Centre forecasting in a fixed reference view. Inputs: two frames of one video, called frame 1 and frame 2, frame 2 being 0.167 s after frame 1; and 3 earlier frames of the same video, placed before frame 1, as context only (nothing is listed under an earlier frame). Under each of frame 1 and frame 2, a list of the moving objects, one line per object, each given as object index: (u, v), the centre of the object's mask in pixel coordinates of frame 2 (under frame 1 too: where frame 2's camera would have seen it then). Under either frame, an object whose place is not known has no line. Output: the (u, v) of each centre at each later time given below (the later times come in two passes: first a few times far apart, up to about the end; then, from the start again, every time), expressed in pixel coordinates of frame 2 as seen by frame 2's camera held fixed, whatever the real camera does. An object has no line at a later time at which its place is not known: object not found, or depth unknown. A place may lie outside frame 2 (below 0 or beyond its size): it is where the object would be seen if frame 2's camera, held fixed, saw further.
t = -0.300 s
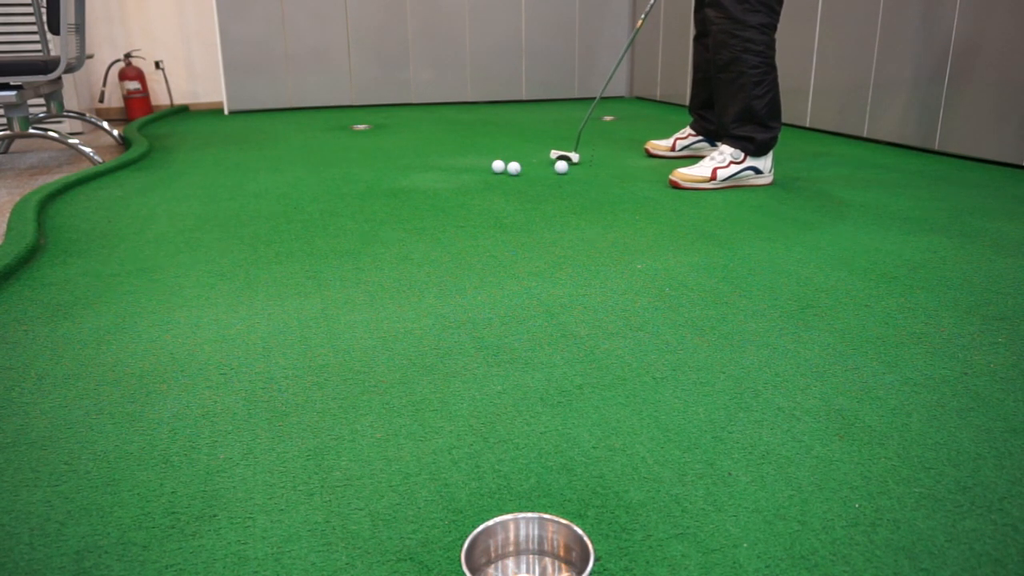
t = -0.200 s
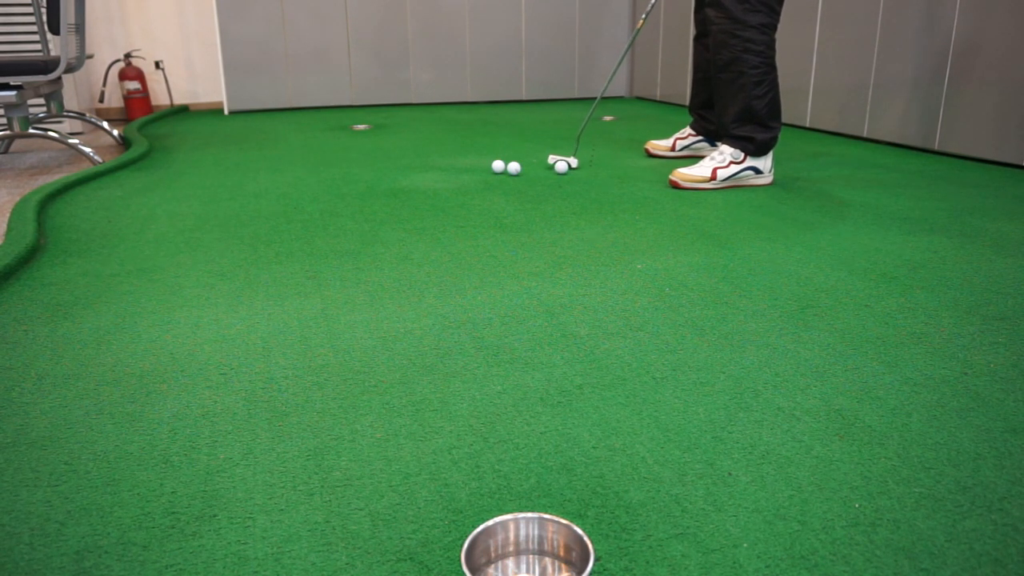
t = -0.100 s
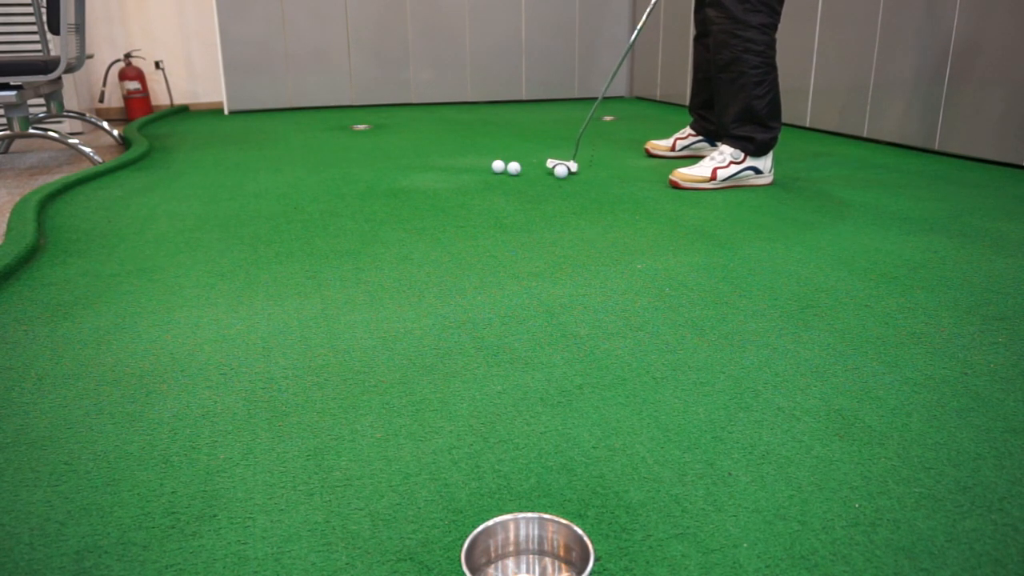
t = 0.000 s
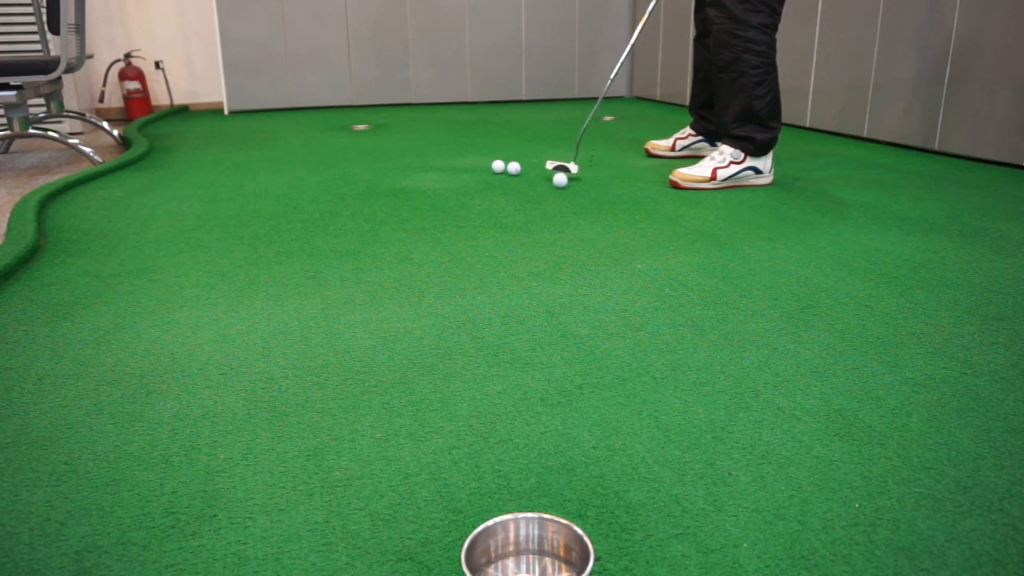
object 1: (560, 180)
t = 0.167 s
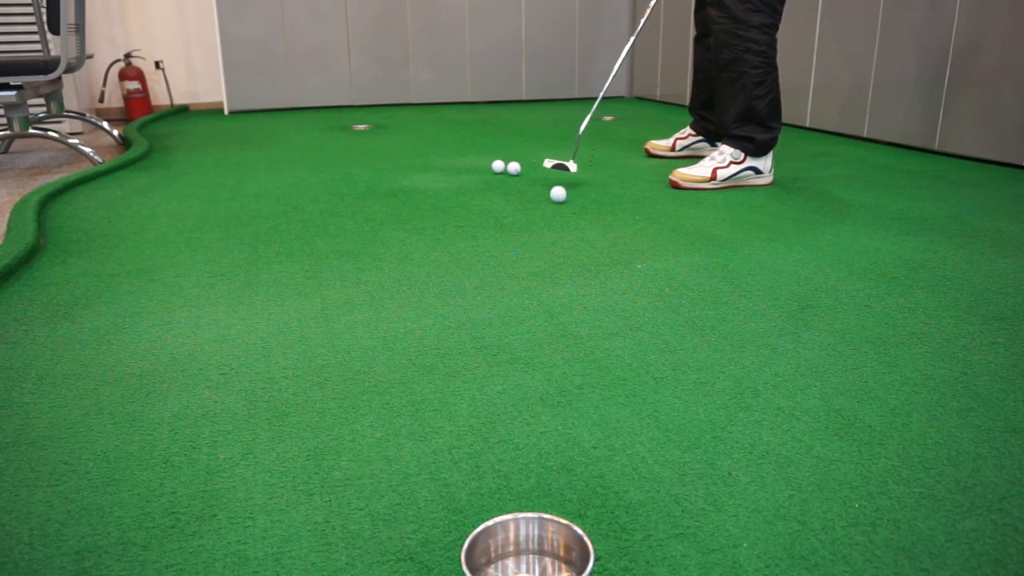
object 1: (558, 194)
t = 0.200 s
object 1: (558, 197)
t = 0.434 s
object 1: (555, 221)
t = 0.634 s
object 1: (551, 246)
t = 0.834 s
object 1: (546, 277)
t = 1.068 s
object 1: (541, 323)
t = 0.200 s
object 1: (558, 197)
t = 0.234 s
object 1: (557, 200)
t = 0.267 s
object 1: (557, 203)
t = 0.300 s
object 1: (556, 206)
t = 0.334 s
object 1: (556, 210)
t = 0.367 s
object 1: (556, 213)
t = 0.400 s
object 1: (555, 217)
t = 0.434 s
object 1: (555, 221)
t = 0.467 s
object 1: (554, 224)
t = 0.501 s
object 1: (553, 228)
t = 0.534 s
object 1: (553, 233)
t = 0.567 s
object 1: (552, 237)
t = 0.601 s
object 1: (551, 241)
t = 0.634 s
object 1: (551, 246)
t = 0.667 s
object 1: (550, 250)
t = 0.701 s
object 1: (549, 255)
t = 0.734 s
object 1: (549, 260)
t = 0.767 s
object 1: (548, 266)
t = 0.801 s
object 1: (547, 271)
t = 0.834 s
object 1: (546, 277)
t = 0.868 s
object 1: (546, 283)
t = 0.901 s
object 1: (545, 289)
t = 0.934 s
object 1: (544, 296)
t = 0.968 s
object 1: (543, 302)
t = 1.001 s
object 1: (543, 309)
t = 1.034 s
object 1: (542, 316)
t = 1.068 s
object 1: (541, 323)
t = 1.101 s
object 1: (540, 331)
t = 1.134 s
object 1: (539, 339)
